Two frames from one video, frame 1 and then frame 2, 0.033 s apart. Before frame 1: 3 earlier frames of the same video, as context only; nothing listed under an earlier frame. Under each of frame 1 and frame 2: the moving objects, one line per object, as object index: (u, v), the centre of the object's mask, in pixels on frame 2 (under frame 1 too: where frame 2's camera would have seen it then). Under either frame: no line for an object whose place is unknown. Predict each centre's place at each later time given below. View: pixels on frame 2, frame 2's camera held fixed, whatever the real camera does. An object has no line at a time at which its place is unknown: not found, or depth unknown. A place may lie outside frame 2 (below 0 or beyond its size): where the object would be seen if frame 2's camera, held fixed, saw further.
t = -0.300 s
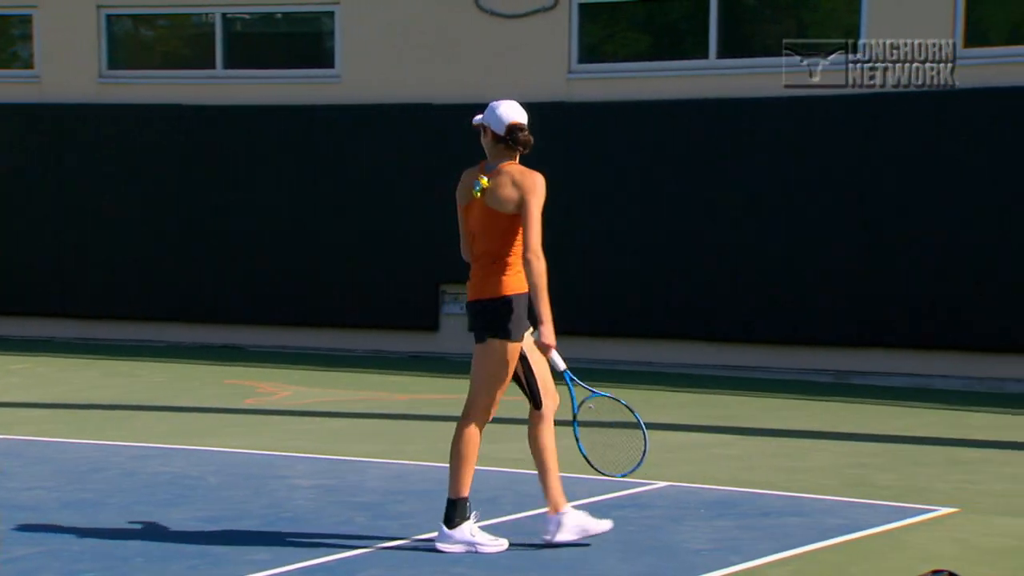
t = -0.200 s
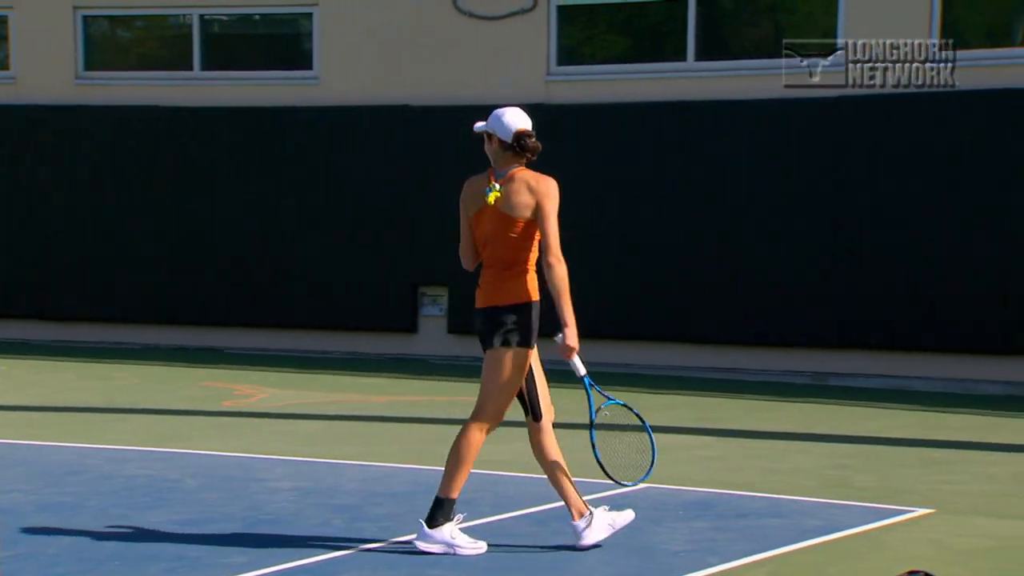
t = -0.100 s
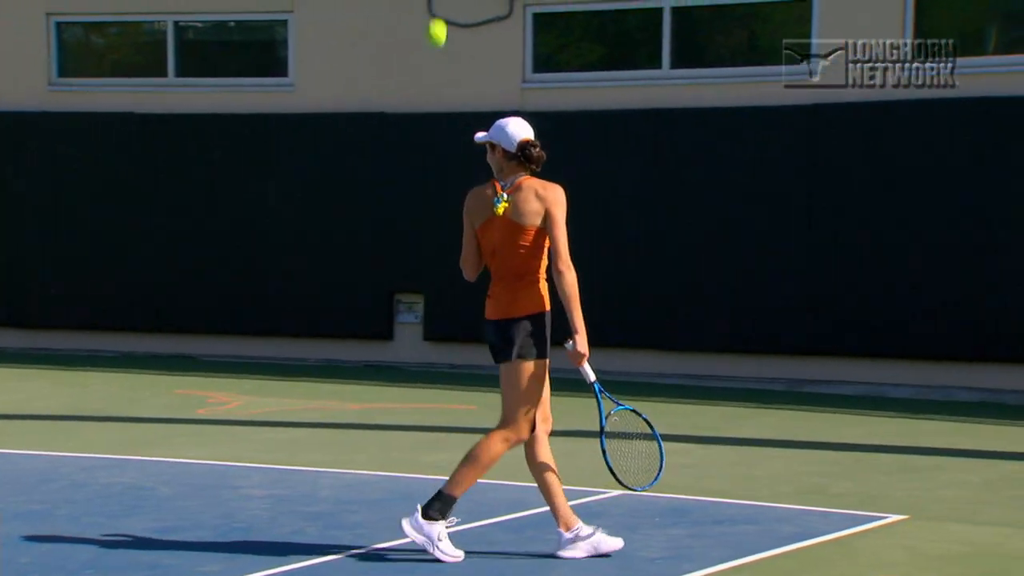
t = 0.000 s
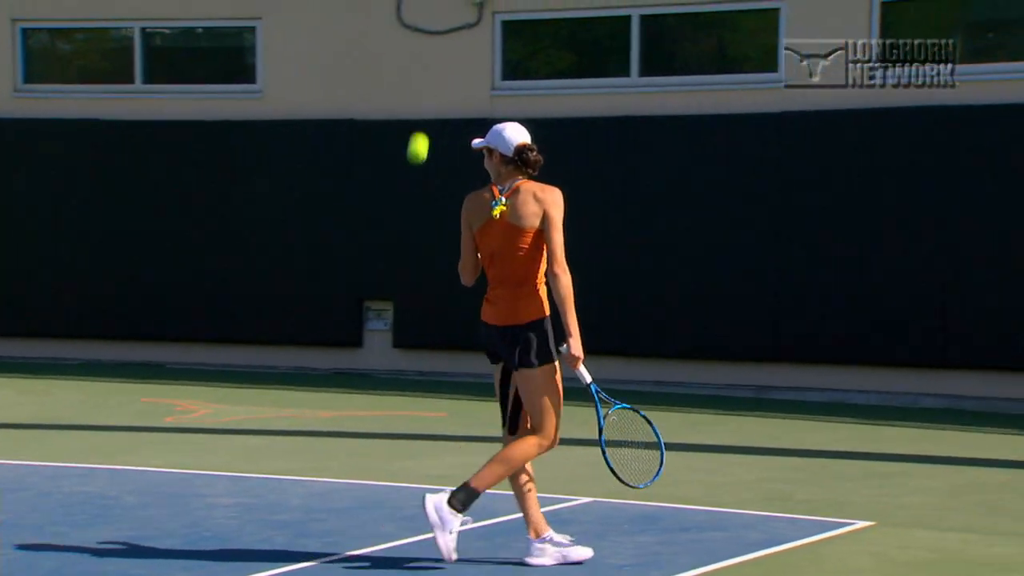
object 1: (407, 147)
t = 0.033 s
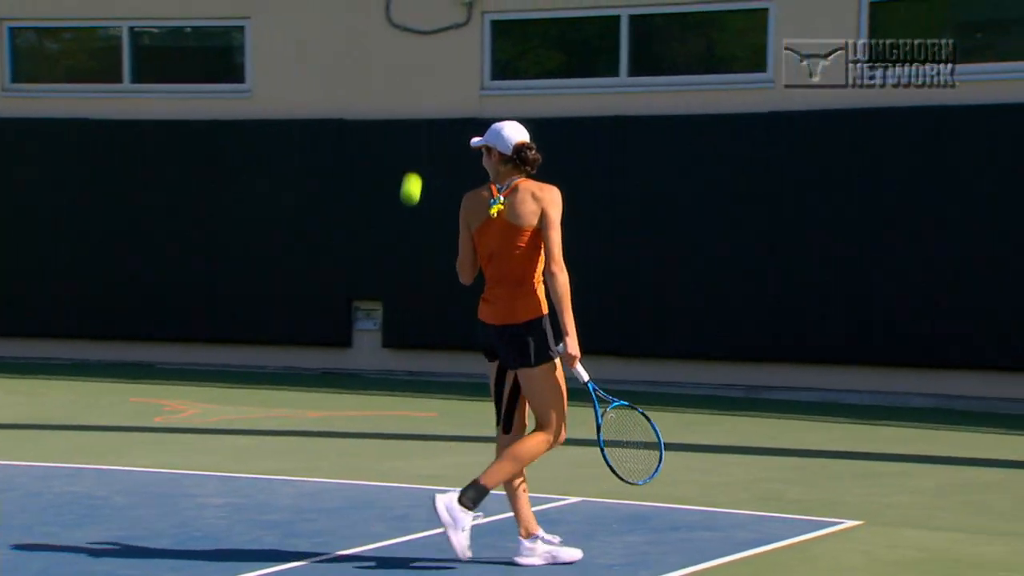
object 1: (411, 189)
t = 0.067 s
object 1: (414, 232)
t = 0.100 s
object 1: (417, 279)
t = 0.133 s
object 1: (420, 327)
